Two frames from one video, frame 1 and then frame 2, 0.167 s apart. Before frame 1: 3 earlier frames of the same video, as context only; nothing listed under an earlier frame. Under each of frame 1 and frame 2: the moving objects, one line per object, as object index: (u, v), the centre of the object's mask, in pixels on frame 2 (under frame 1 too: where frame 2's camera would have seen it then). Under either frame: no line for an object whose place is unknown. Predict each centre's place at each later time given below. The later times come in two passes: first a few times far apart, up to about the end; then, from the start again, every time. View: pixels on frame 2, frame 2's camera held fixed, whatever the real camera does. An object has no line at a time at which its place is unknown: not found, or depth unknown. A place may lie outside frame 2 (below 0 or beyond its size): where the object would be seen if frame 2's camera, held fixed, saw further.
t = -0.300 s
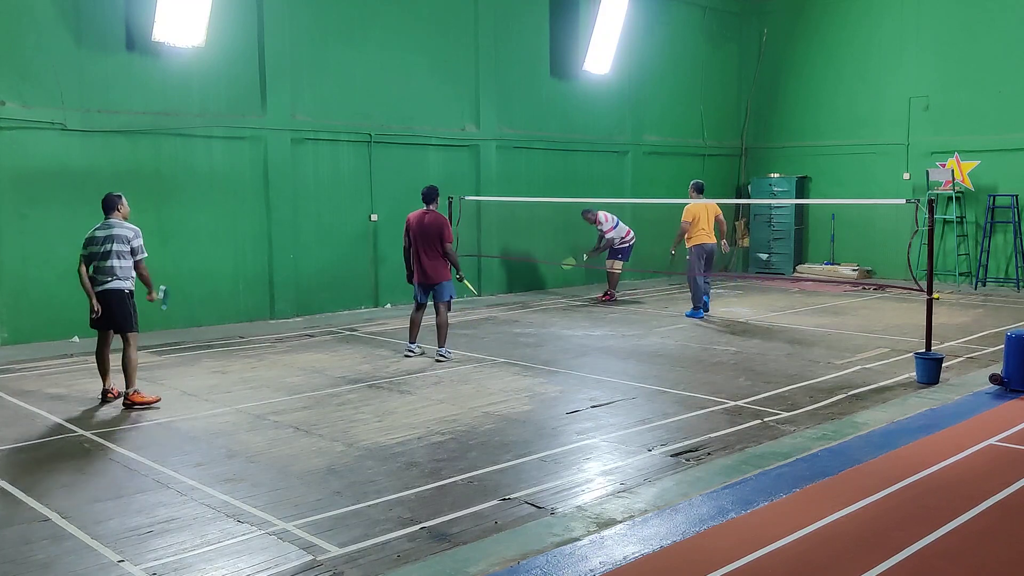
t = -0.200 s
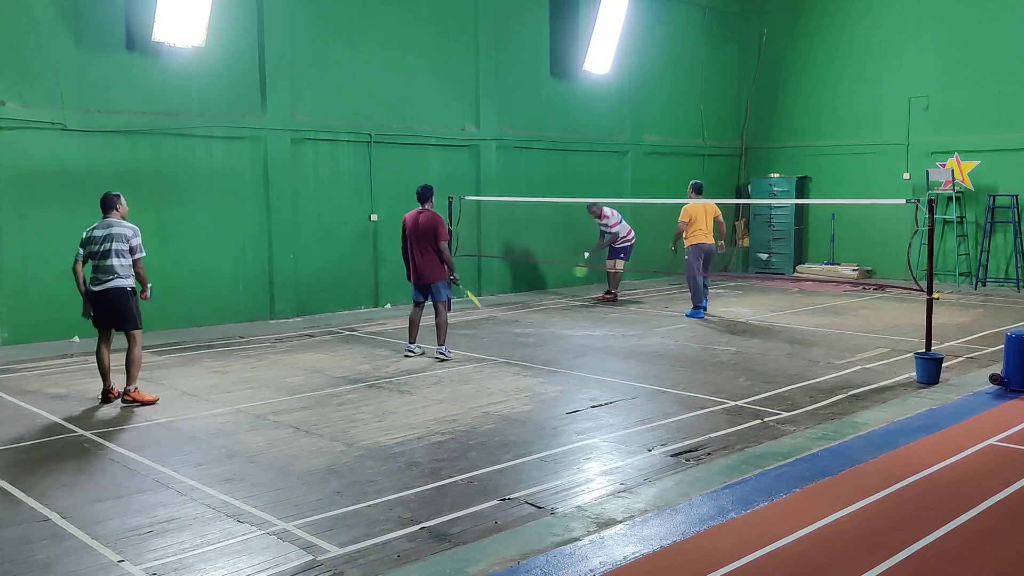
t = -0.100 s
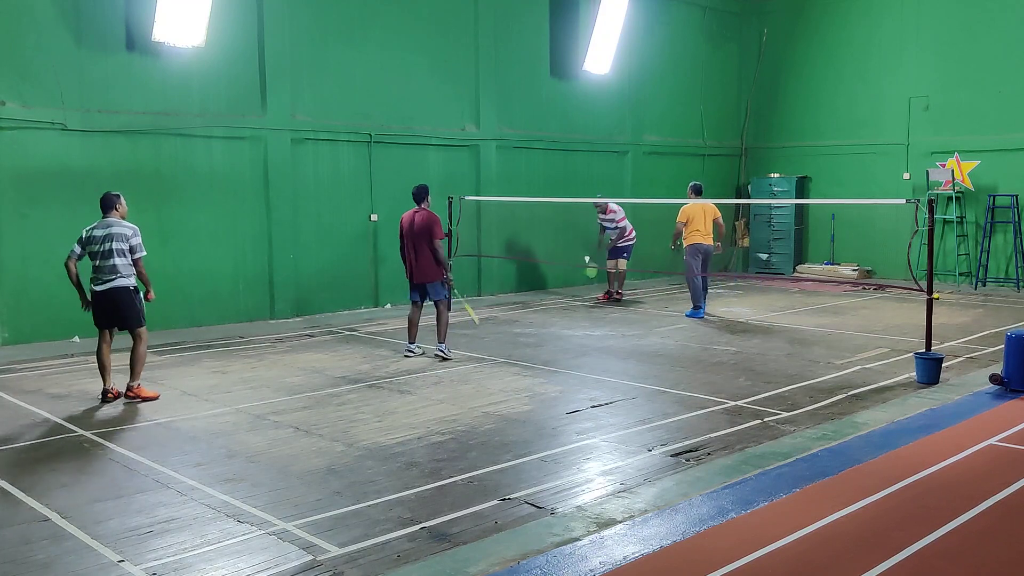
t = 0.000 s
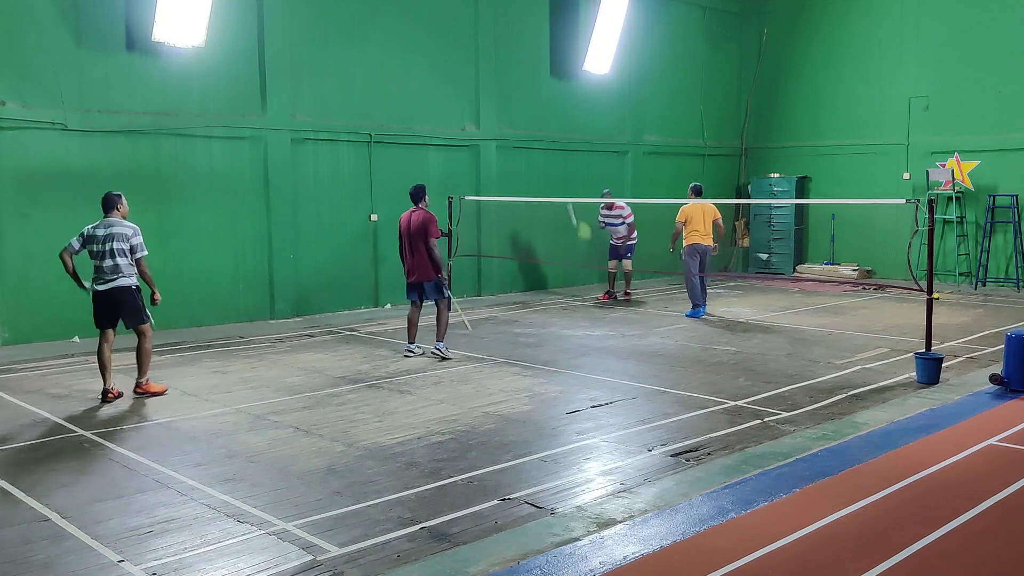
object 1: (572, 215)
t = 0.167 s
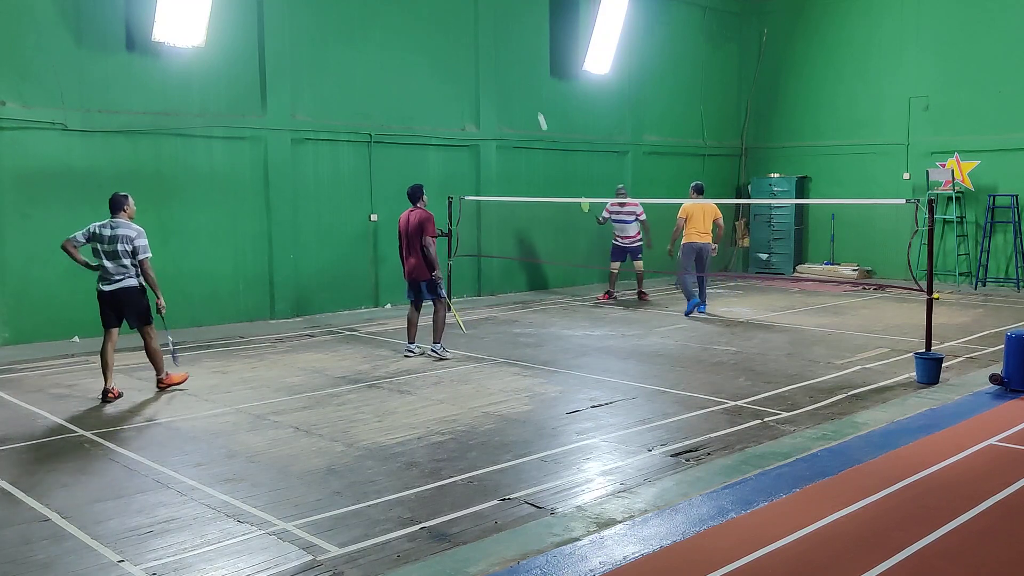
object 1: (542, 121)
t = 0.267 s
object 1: (526, 81)
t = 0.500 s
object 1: (493, 27)
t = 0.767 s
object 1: (460, 27)
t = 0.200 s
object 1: (536, 107)
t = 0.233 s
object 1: (531, 93)
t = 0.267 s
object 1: (526, 81)
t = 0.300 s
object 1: (521, 71)
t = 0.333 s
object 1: (516, 61)
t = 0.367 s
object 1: (512, 52)
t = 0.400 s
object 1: (507, 44)
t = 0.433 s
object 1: (502, 38)
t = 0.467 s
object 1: (498, 32)
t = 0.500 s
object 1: (493, 27)
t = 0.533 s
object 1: (489, 24)
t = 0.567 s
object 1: (484, 21)
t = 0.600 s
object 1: (480, 20)
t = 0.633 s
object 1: (476, 19)
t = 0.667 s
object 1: (472, 20)
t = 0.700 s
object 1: (468, 21)
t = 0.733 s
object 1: (464, 24)
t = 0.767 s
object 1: (460, 27)
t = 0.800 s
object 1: (456, 32)
